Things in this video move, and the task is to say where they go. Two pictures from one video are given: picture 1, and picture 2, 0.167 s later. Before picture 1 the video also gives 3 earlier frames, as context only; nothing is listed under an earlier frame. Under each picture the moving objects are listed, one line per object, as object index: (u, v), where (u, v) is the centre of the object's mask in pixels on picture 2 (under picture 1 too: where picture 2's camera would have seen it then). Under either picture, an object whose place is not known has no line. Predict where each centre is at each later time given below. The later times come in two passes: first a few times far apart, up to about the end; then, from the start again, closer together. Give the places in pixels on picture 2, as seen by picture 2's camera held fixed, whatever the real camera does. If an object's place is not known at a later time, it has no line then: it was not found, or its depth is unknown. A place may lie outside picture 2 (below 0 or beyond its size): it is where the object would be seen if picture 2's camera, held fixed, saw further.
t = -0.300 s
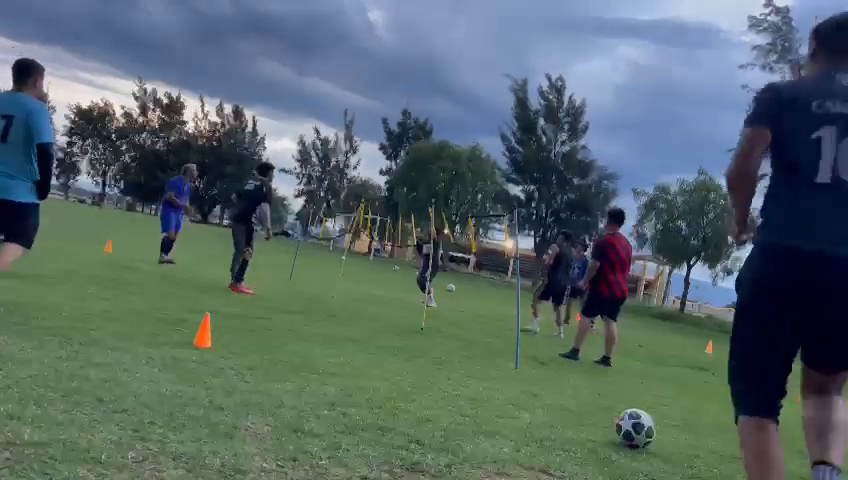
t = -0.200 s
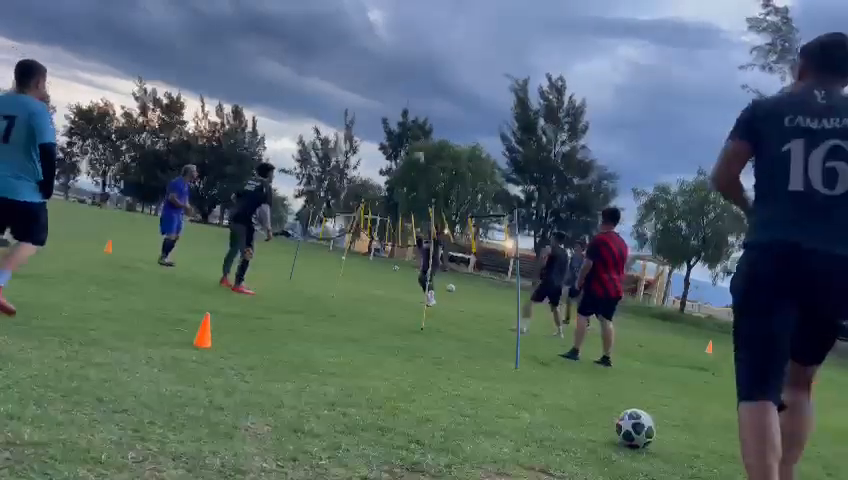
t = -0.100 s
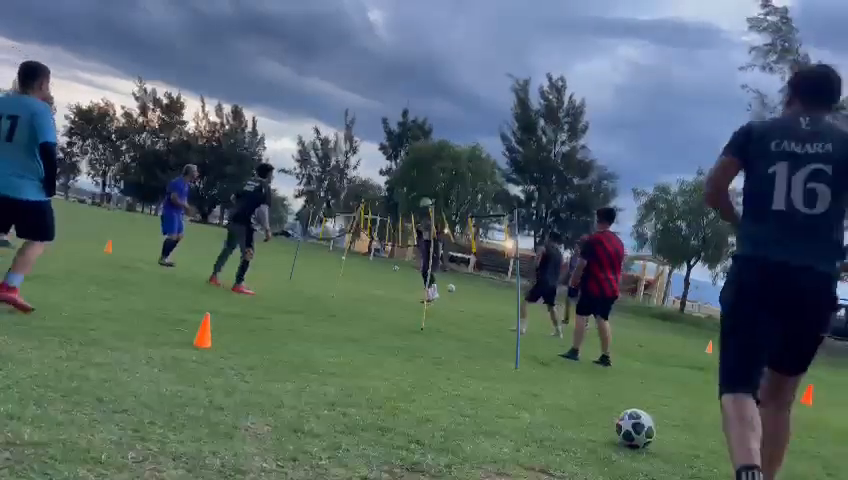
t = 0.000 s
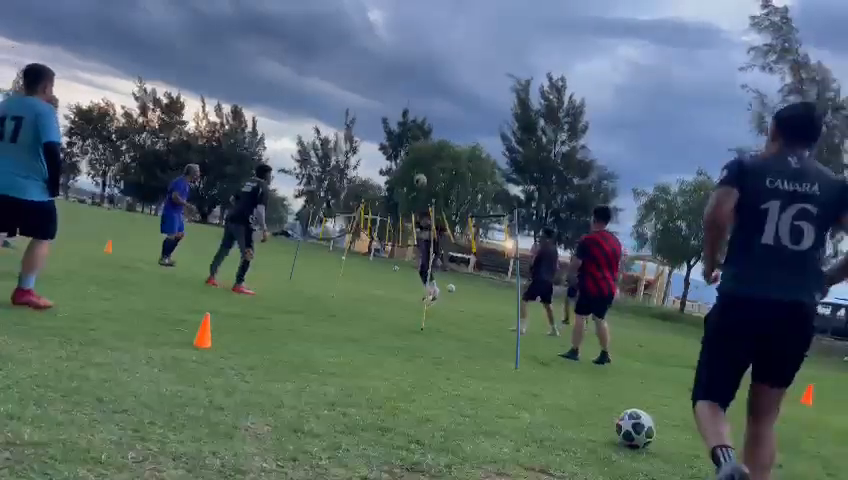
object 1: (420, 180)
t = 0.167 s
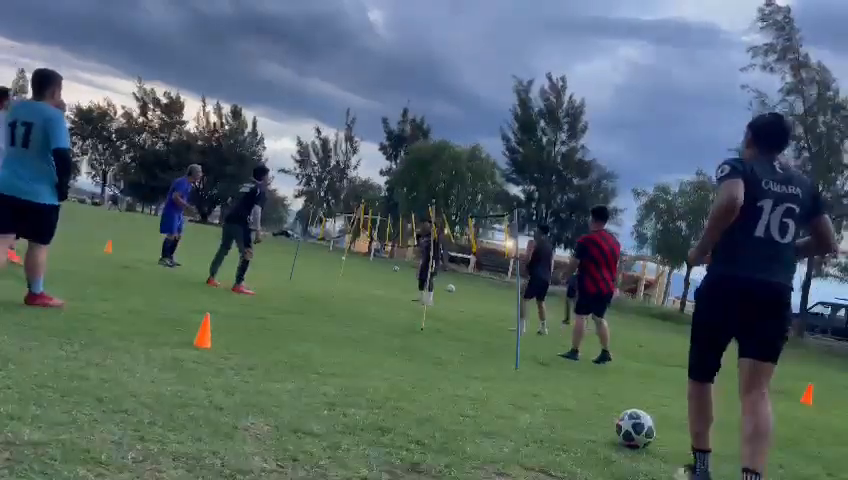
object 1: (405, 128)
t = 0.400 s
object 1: (371, 78)
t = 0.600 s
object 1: (334, 56)
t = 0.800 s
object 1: (287, 59)
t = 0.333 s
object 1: (381, 90)
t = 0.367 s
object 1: (376, 84)
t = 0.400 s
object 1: (371, 78)
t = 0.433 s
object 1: (366, 73)
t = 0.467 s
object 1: (360, 68)
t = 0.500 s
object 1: (354, 64)
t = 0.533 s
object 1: (347, 60)
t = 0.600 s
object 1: (334, 56)
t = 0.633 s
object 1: (327, 54)
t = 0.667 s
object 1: (320, 54)
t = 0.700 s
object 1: (313, 55)
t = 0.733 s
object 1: (303, 55)
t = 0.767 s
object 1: (296, 57)
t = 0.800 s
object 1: (287, 59)
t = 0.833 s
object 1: (279, 62)
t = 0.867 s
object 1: (269, 67)
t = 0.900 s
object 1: (260, 72)
